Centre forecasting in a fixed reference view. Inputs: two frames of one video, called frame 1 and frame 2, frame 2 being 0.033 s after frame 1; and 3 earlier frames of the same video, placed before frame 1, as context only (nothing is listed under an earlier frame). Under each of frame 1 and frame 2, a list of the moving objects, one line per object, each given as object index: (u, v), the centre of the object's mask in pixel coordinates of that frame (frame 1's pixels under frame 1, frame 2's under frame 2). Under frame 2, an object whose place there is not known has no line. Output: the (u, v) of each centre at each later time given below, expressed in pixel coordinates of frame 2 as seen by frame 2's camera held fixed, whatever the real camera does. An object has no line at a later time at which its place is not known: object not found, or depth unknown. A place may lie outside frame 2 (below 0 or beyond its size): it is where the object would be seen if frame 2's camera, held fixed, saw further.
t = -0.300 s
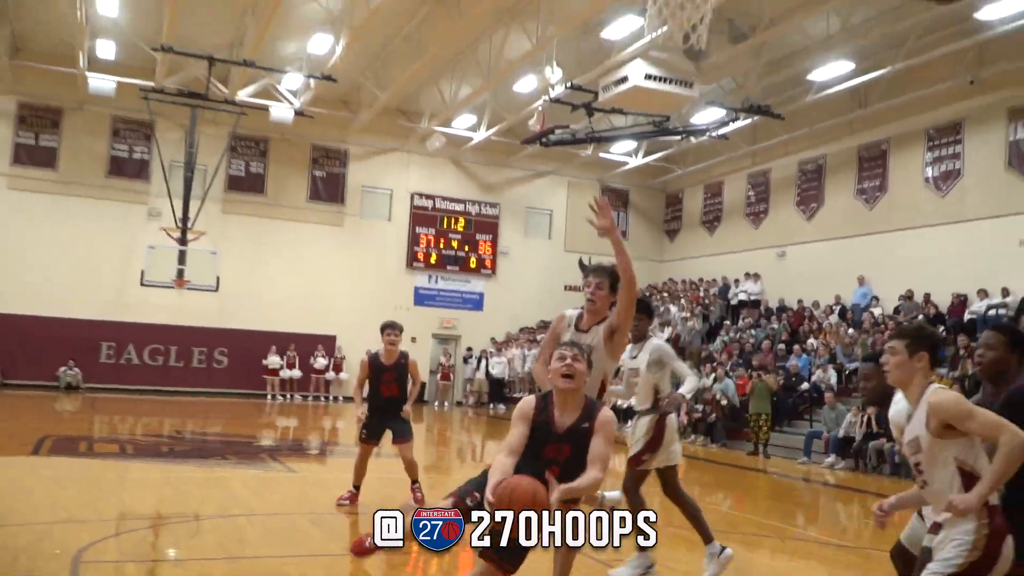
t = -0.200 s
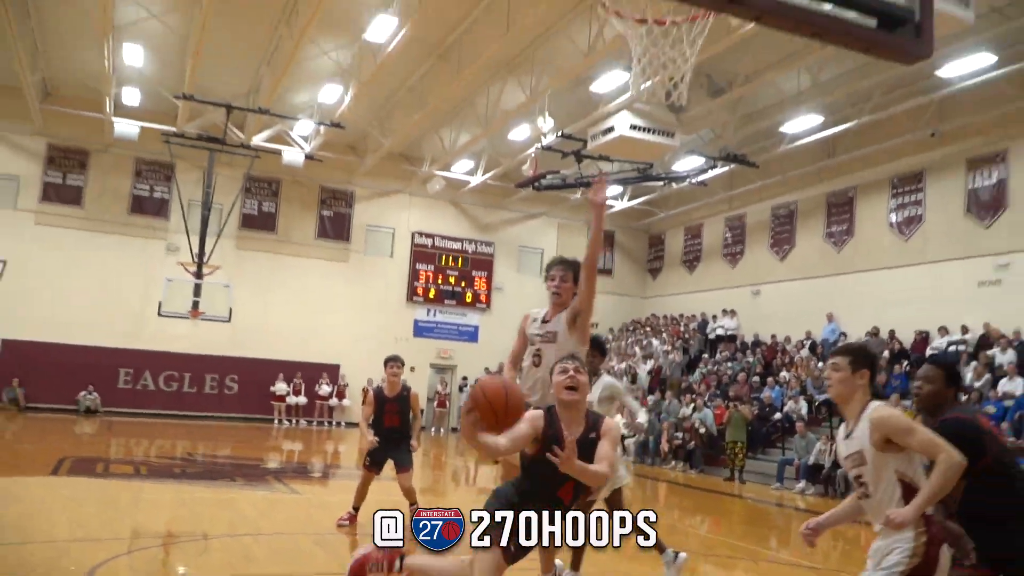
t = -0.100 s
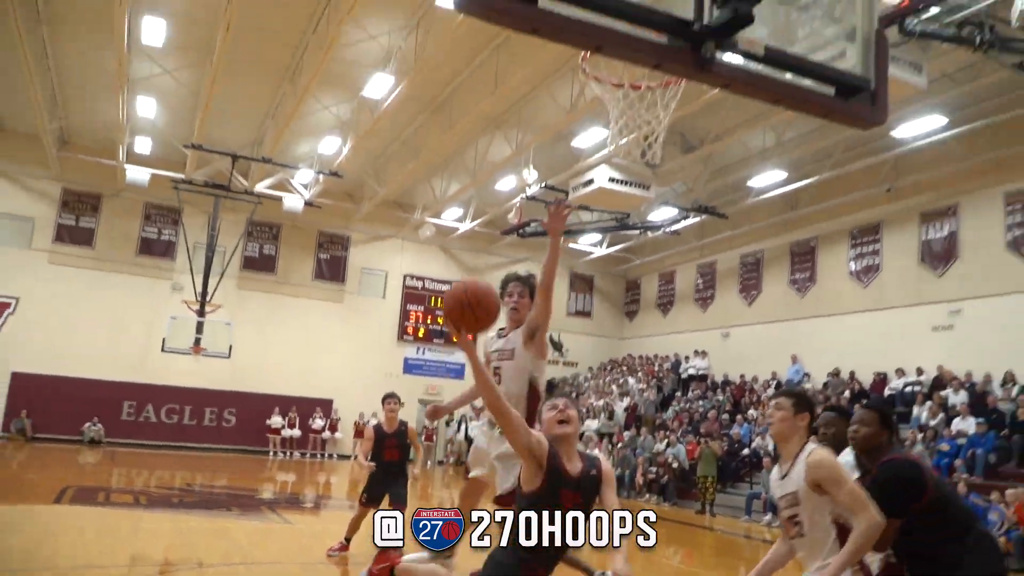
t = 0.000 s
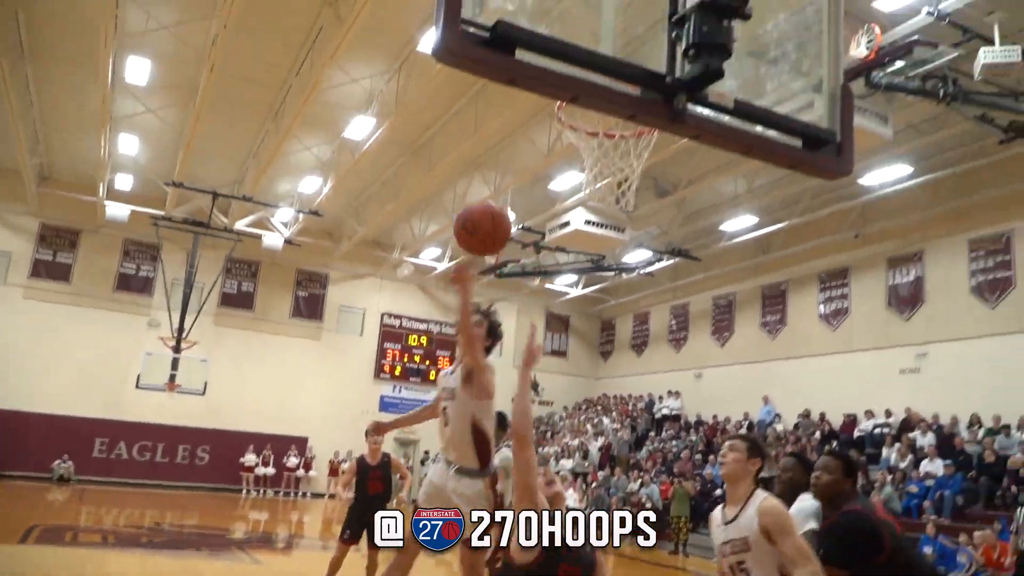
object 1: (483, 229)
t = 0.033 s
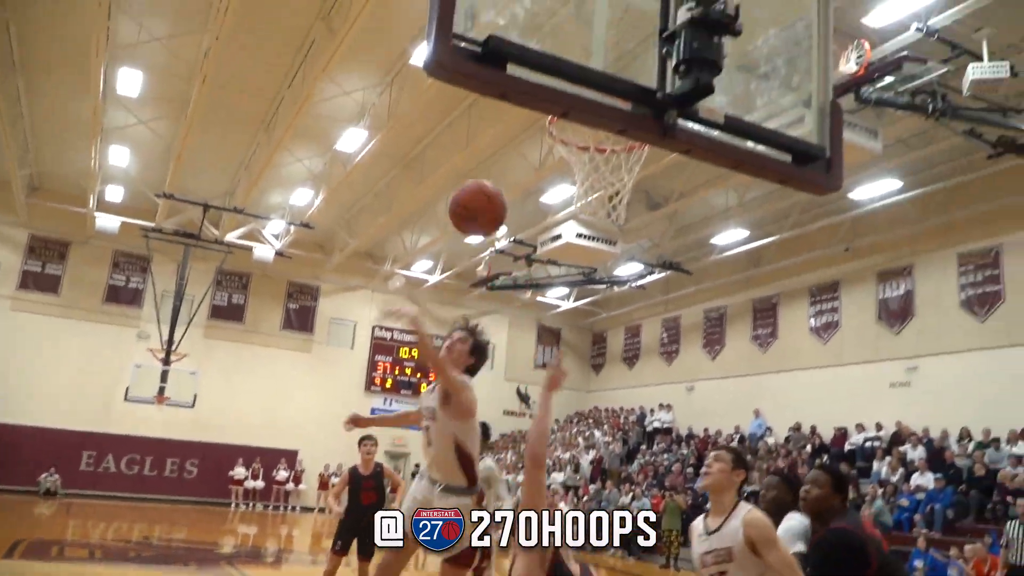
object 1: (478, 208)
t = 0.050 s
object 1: (481, 191)
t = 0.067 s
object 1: (484, 175)
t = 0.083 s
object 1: (487, 158)
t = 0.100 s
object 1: (490, 143)
